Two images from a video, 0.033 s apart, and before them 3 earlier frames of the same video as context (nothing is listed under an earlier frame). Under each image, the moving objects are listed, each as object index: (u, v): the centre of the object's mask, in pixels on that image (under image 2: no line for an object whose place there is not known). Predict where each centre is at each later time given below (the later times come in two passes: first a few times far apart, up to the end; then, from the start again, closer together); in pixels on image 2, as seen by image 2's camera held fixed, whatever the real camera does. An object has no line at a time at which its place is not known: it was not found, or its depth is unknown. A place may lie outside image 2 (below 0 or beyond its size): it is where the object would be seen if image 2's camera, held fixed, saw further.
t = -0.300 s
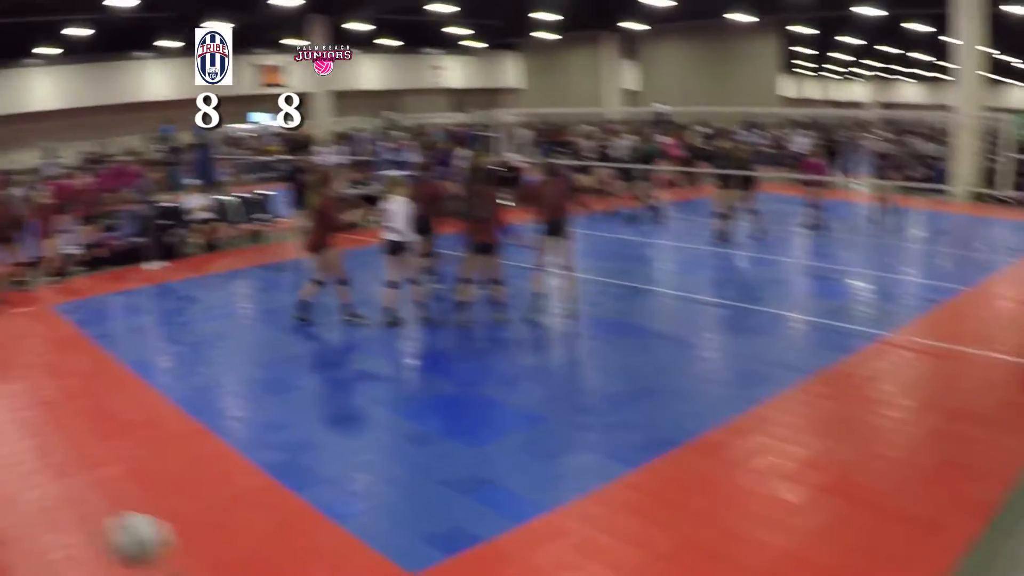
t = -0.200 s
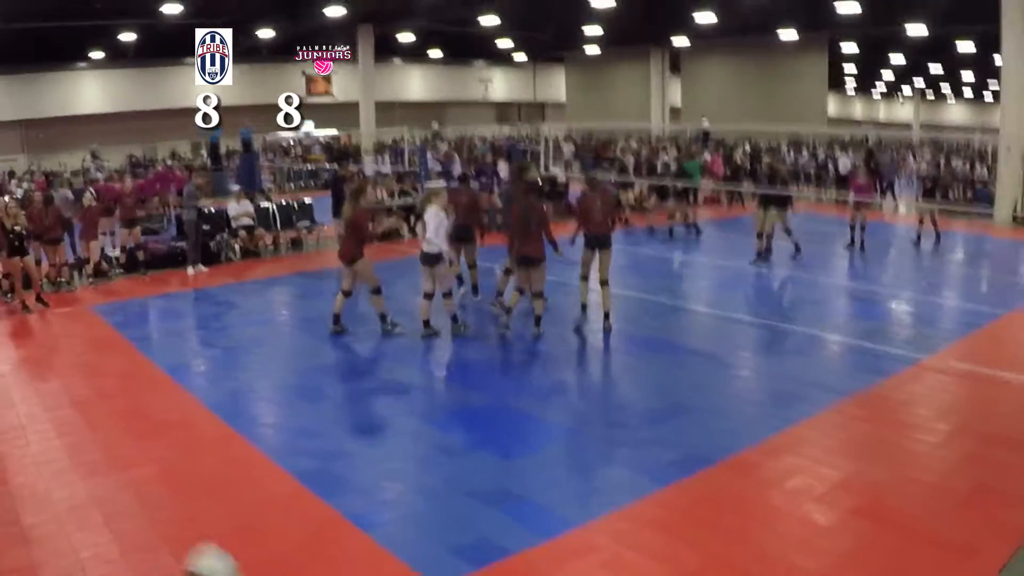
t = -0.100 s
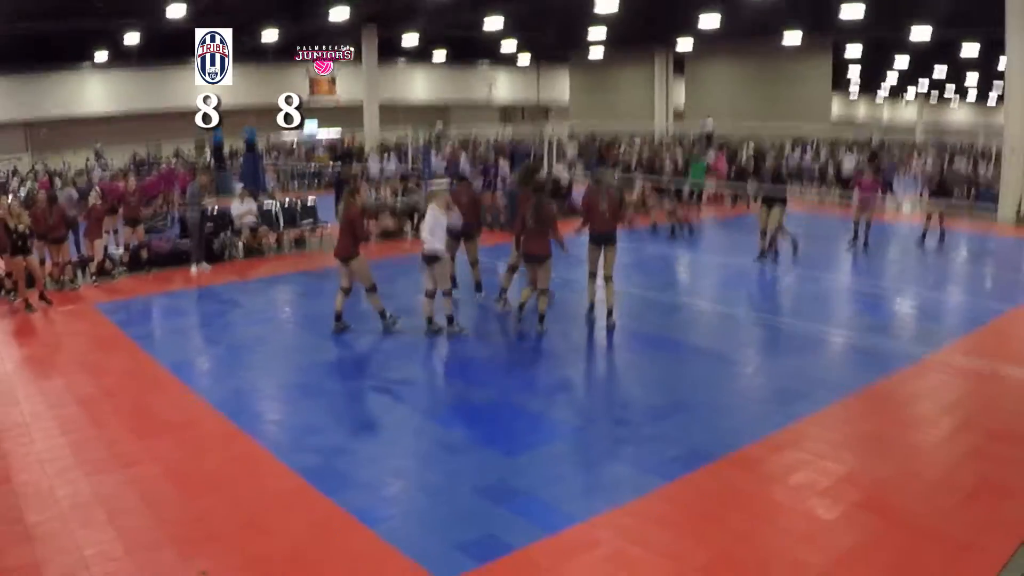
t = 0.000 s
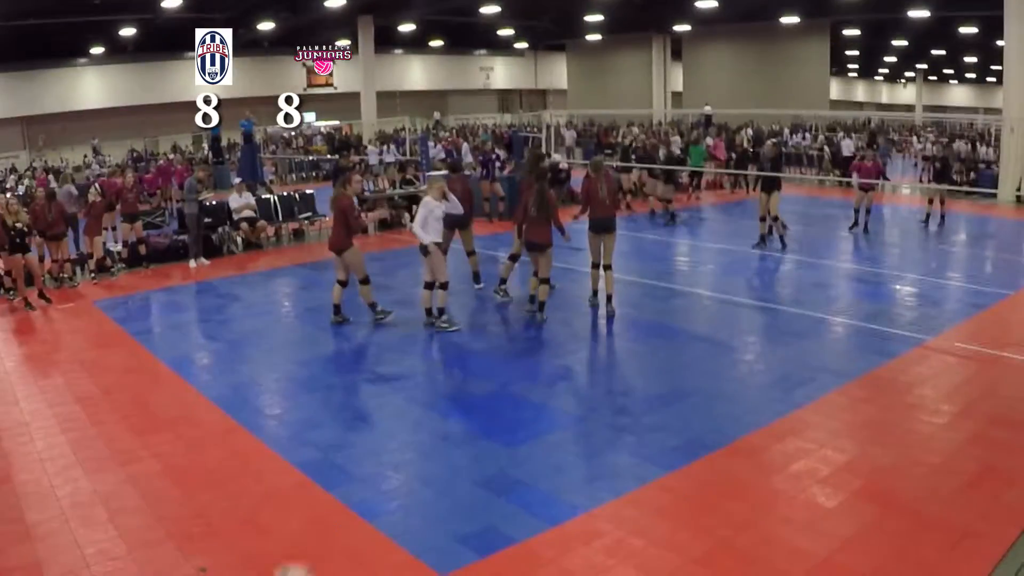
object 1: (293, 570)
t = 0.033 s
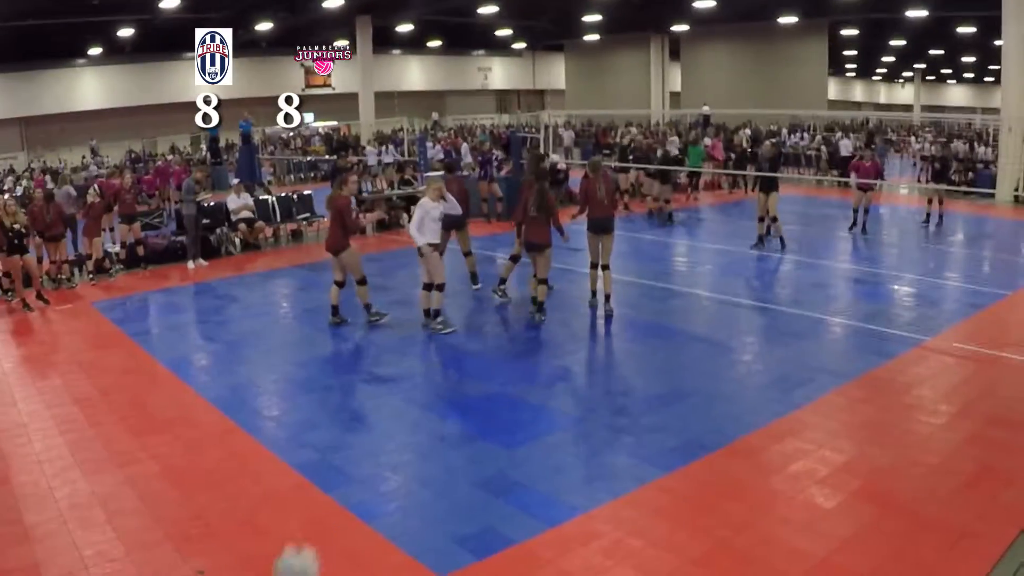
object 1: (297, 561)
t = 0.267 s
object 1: (355, 468)
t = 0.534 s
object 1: (420, 481)
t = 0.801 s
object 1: (465, 440)
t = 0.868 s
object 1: (475, 425)
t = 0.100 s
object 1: (312, 528)
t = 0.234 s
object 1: (347, 473)
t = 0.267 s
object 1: (355, 468)
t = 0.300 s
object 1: (363, 463)
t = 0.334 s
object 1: (371, 460)
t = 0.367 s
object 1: (380, 459)
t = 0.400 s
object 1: (389, 459)
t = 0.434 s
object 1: (396, 463)
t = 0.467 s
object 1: (403, 467)
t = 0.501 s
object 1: (412, 473)
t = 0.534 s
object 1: (420, 481)
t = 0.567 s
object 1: (427, 490)
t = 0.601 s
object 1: (436, 501)
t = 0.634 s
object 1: (444, 511)
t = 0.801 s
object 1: (465, 440)
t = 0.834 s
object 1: (470, 431)
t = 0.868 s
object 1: (475, 425)
